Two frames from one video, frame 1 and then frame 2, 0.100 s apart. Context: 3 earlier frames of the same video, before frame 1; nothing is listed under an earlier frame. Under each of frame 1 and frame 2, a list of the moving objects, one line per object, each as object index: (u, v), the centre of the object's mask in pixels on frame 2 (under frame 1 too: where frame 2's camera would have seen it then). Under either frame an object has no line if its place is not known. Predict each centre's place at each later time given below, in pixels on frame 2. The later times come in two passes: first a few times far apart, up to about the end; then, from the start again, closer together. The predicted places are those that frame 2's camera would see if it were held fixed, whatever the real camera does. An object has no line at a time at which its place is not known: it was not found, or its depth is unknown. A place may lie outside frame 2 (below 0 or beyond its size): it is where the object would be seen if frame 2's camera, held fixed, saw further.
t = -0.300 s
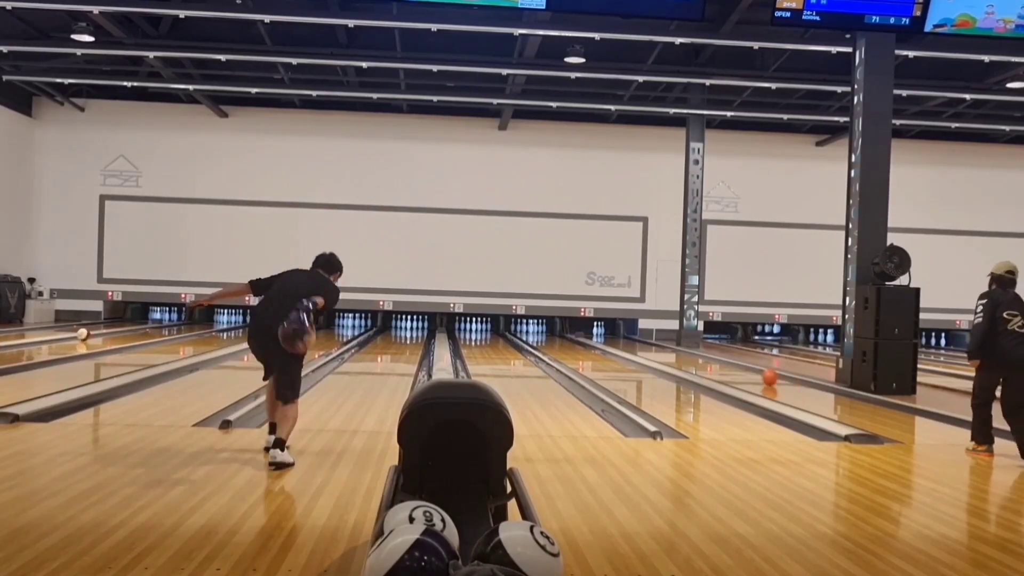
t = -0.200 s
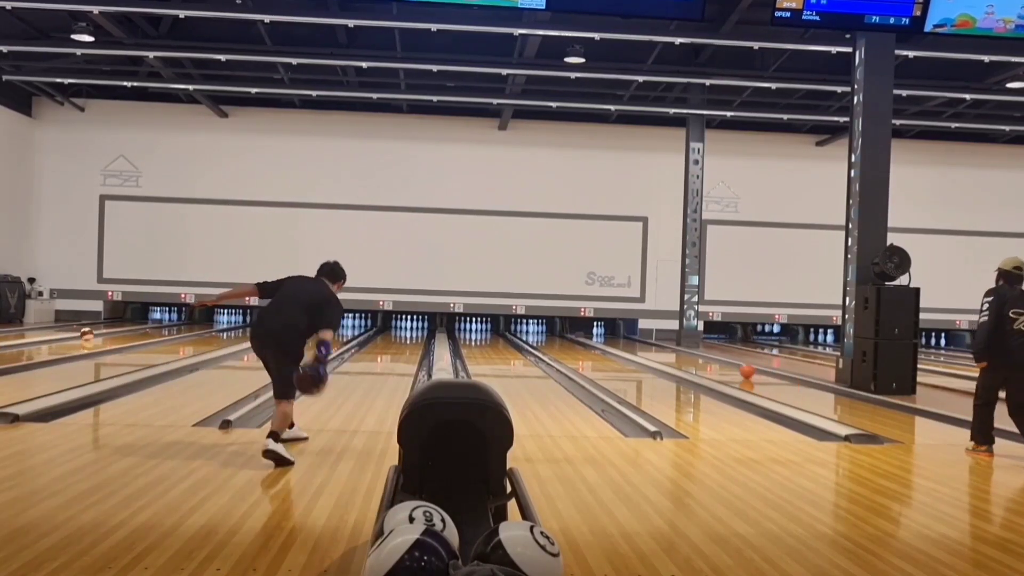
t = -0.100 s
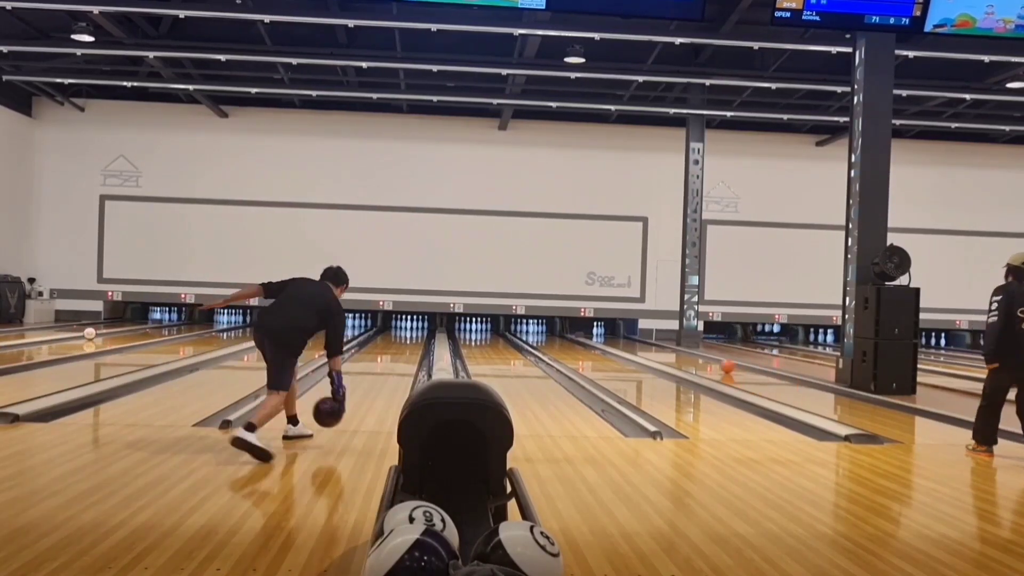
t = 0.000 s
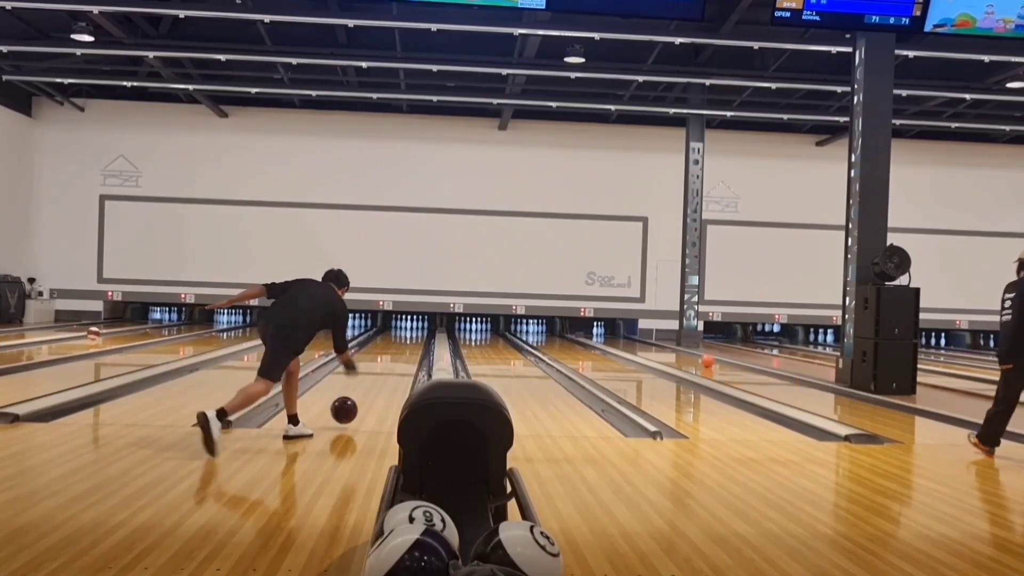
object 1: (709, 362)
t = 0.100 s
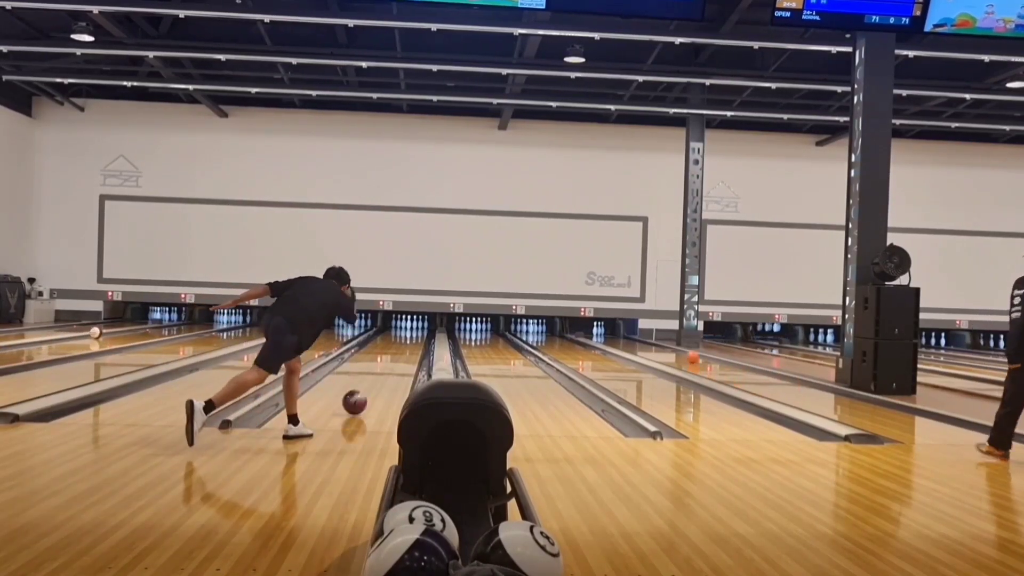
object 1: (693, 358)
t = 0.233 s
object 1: (676, 354)
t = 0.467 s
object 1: (649, 347)
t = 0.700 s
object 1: (628, 341)
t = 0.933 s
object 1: (611, 337)
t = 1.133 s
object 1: (599, 336)
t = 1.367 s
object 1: (585, 331)
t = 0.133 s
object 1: (689, 357)
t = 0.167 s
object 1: (684, 356)
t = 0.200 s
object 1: (680, 355)
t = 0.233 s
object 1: (676, 354)
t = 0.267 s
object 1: (670, 352)
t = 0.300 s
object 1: (667, 351)
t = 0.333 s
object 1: (662, 350)
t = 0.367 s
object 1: (659, 349)
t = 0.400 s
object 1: (656, 348)
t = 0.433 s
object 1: (652, 348)
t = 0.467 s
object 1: (649, 347)
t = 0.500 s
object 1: (647, 347)
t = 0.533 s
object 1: (642, 345)
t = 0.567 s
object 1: (640, 344)
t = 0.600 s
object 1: (636, 343)
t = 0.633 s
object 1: (633, 342)
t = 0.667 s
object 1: (631, 342)
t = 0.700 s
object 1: (628, 341)
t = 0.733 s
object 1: (626, 341)
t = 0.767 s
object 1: (622, 339)
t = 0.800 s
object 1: (620, 339)
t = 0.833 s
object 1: (618, 338)
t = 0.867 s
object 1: (615, 338)
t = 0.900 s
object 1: (613, 337)
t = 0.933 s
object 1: (611, 337)
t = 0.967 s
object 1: (609, 336)
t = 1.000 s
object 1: (608, 336)
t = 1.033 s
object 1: (605, 335)
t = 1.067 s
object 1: (603, 335)
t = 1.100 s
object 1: (602, 335)
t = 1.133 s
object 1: (599, 336)
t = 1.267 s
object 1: (591, 333)
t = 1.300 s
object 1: (588, 332)
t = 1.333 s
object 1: (587, 332)
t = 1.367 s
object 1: (585, 331)
